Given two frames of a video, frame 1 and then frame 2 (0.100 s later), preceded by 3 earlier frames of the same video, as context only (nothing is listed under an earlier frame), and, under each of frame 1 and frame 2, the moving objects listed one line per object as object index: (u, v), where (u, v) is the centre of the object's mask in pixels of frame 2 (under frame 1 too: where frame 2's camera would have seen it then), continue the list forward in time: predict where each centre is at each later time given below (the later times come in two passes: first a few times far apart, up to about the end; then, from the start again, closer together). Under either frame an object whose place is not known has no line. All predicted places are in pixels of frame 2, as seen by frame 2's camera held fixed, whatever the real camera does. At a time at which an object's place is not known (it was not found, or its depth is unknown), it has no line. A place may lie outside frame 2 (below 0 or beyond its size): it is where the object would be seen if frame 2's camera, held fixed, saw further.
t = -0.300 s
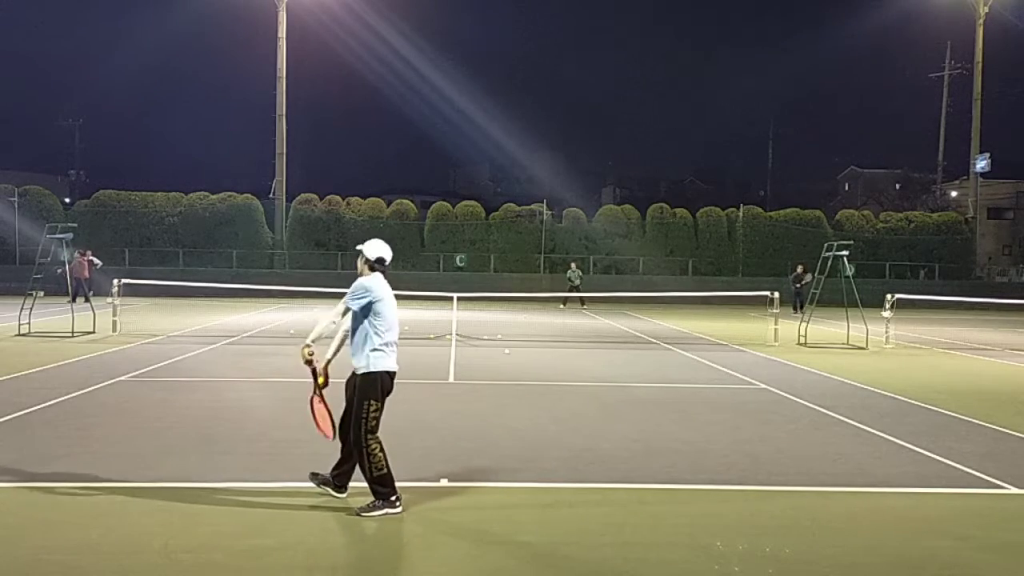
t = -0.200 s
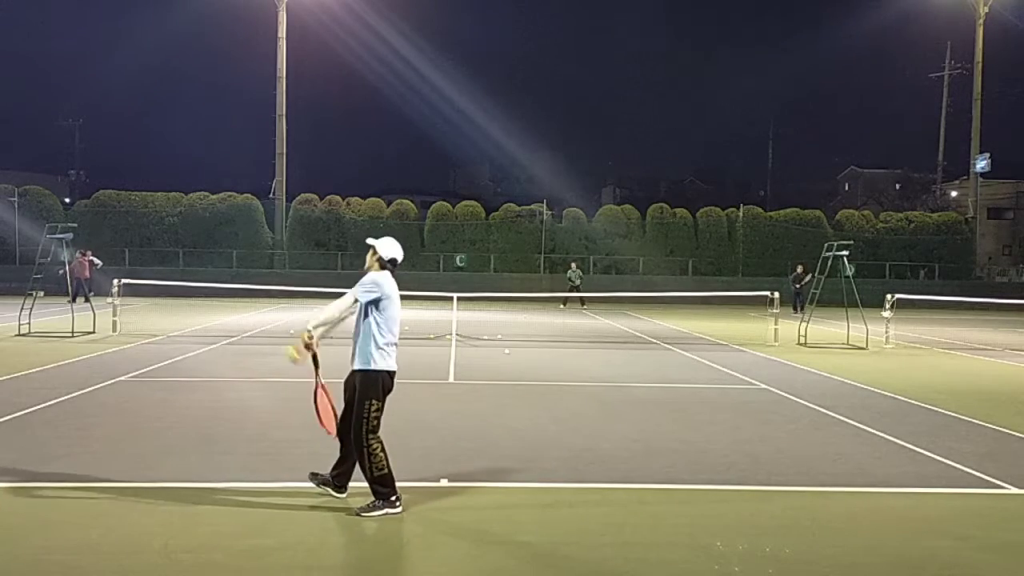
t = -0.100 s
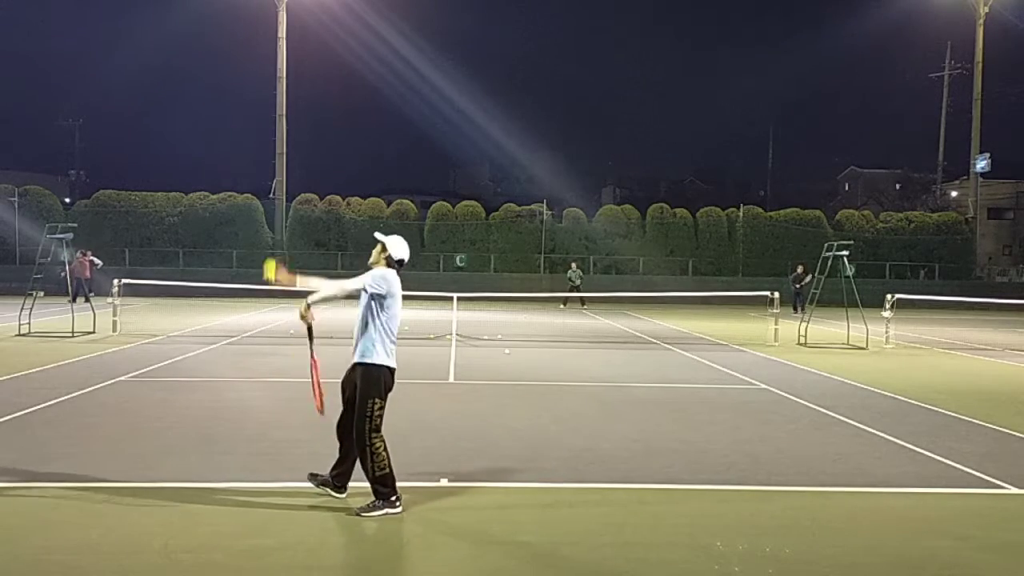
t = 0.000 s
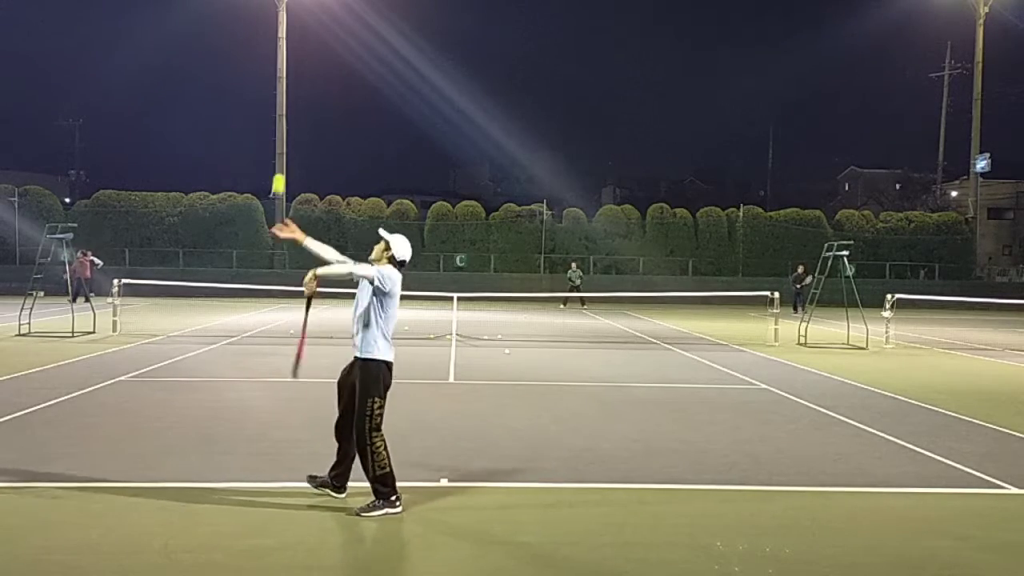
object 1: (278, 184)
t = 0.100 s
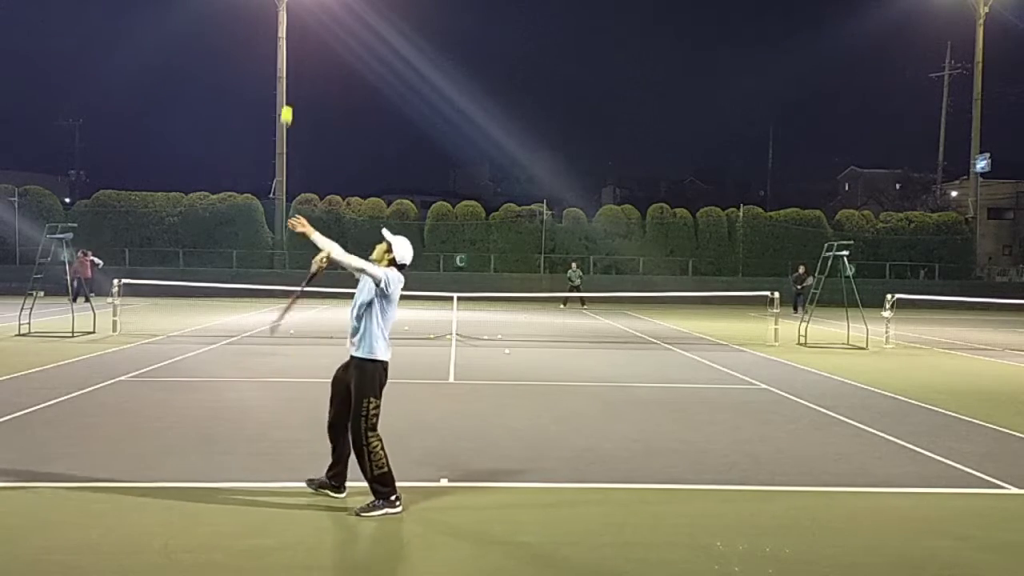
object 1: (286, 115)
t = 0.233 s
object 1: (296, 49)
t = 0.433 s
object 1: (312, 5)
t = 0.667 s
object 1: (328, 25)
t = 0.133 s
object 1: (290, 96)
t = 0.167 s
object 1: (291, 80)
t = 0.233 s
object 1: (296, 49)
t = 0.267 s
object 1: (299, 38)
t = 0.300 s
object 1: (302, 27)
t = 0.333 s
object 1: (304, 18)
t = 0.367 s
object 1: (307, 12)
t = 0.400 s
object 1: (309, 7)
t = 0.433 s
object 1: (312, 5)
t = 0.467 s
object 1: (314, 4)
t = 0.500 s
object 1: (317, 4)
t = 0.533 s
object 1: (319, 4)
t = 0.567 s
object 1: (321, 6)
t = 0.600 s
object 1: (323, 11)
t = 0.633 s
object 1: (326, 17)
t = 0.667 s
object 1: (328, 25)
